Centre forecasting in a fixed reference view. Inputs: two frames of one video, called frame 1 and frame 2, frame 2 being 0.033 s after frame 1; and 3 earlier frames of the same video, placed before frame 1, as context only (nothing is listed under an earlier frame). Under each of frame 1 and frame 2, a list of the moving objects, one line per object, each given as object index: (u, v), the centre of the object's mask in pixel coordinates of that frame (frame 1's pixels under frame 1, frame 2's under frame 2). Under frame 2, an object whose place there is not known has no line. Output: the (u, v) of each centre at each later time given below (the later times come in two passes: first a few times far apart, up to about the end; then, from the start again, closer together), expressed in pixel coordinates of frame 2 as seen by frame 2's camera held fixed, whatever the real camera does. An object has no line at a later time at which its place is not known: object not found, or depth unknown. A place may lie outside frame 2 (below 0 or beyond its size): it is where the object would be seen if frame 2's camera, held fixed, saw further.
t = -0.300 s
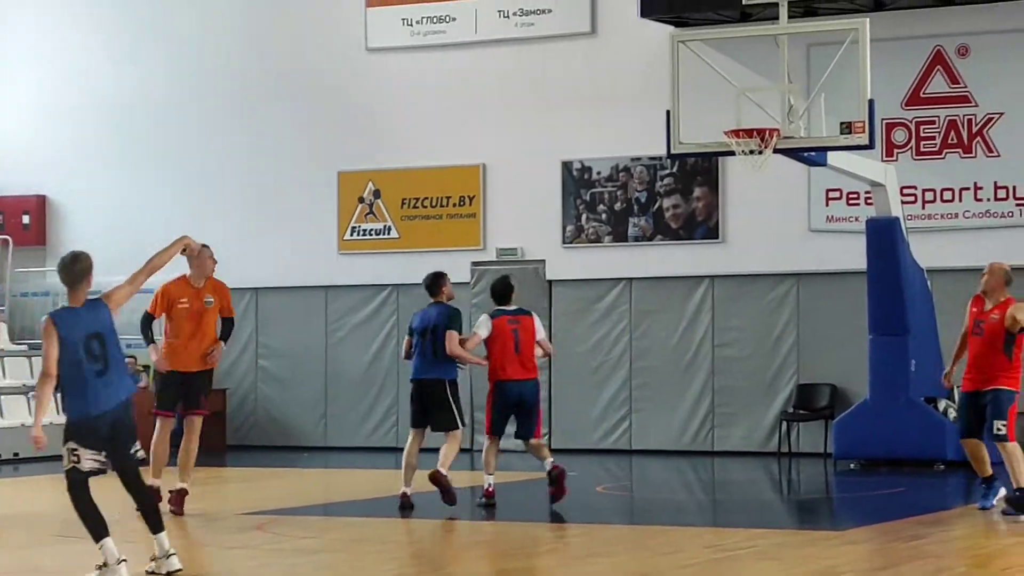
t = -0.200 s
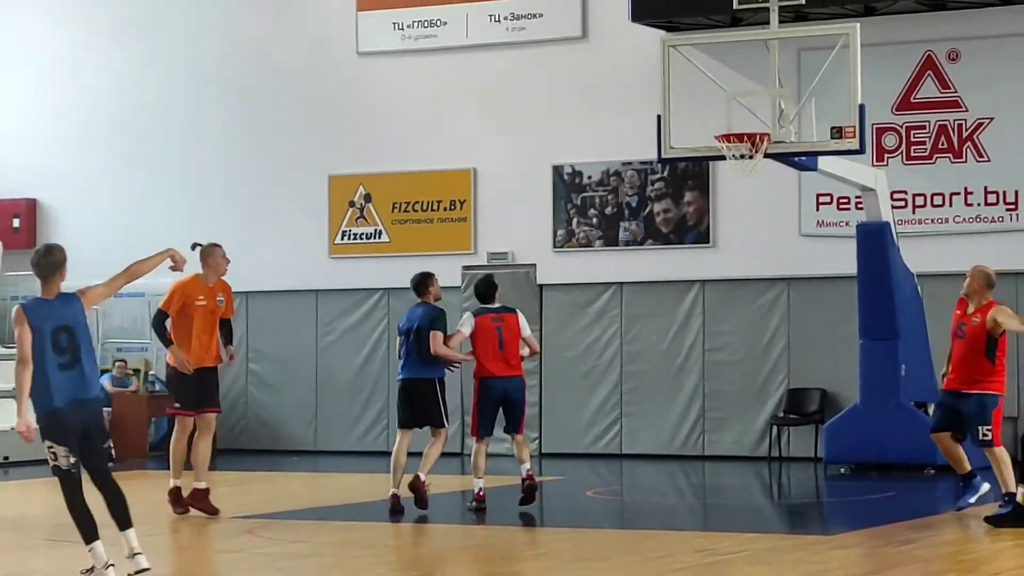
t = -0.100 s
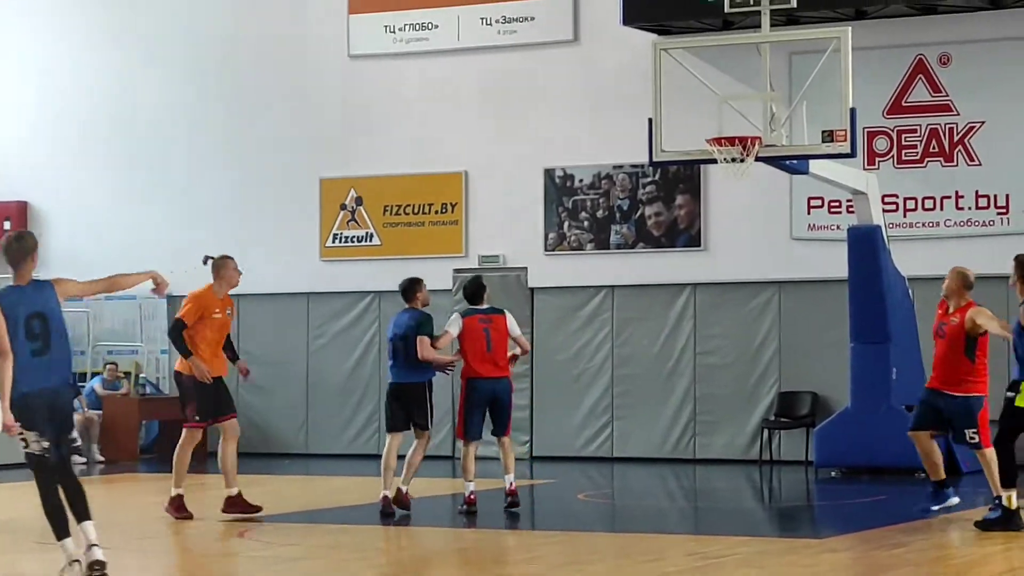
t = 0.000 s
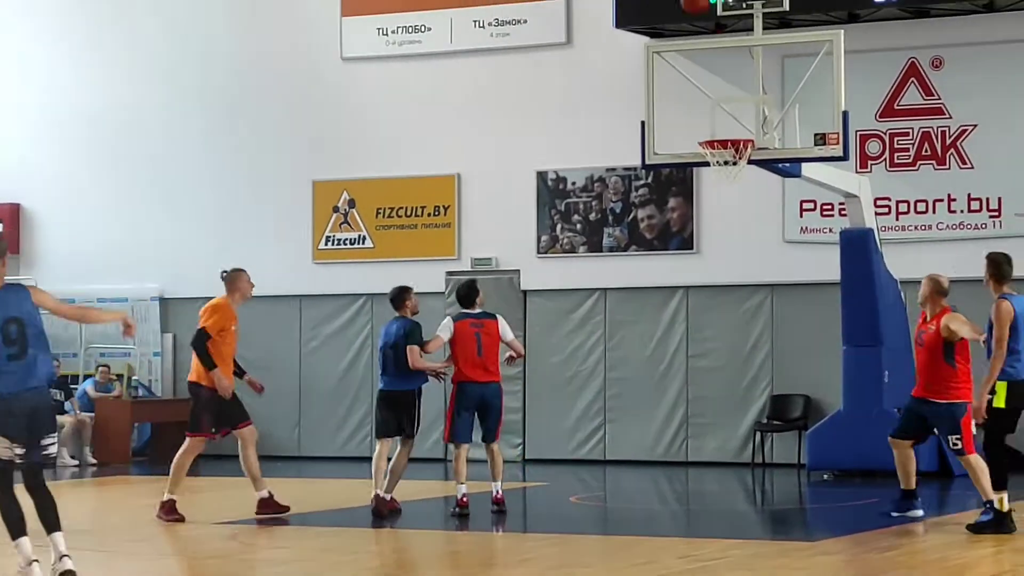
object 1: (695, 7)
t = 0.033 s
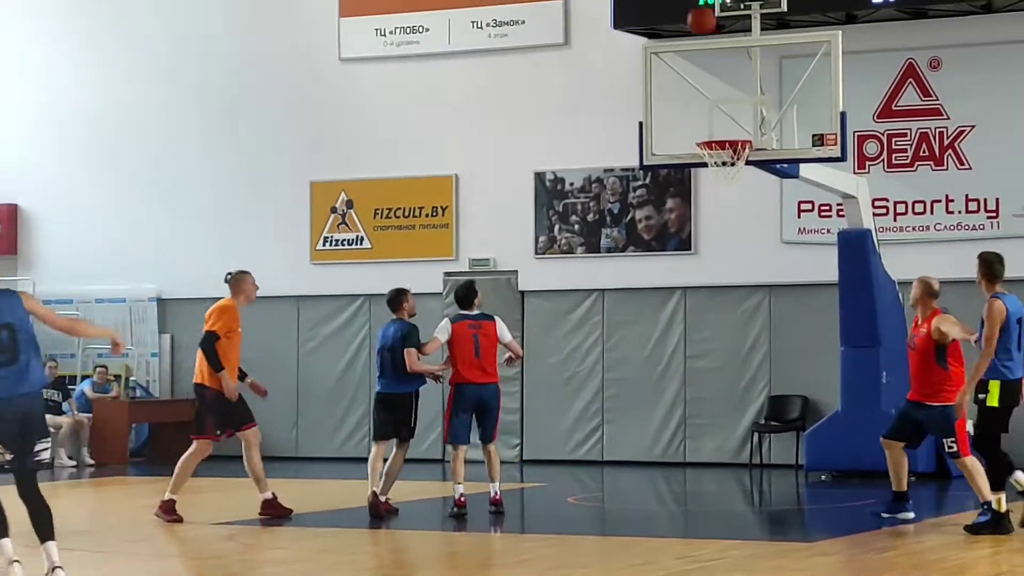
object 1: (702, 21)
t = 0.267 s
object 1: (744, 89)
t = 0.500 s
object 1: (744, 8)
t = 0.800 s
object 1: (743, 1)
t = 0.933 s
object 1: (745, 20)
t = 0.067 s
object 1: (710, 43)
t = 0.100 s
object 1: (719, 67)
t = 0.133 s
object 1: (727, 91)
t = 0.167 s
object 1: (736, 115)
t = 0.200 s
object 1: (743, 125)
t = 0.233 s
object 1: (745, 106)
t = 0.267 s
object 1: (744, 89)
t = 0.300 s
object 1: (744, 74)
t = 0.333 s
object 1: (744, 61)
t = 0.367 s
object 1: (744, 48)
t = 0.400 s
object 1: (744, 35)
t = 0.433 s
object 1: (744, 25)
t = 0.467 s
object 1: (744, 16)
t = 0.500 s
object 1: (744, 8)
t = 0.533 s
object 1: (744, 5)
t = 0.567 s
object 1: (744, 2)
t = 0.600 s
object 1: (744, 1)
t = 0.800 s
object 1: (743, 1)
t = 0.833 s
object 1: (744, 3)
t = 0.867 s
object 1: (744, 7)
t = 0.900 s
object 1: (745, 12)
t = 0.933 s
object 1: (745, 20)
